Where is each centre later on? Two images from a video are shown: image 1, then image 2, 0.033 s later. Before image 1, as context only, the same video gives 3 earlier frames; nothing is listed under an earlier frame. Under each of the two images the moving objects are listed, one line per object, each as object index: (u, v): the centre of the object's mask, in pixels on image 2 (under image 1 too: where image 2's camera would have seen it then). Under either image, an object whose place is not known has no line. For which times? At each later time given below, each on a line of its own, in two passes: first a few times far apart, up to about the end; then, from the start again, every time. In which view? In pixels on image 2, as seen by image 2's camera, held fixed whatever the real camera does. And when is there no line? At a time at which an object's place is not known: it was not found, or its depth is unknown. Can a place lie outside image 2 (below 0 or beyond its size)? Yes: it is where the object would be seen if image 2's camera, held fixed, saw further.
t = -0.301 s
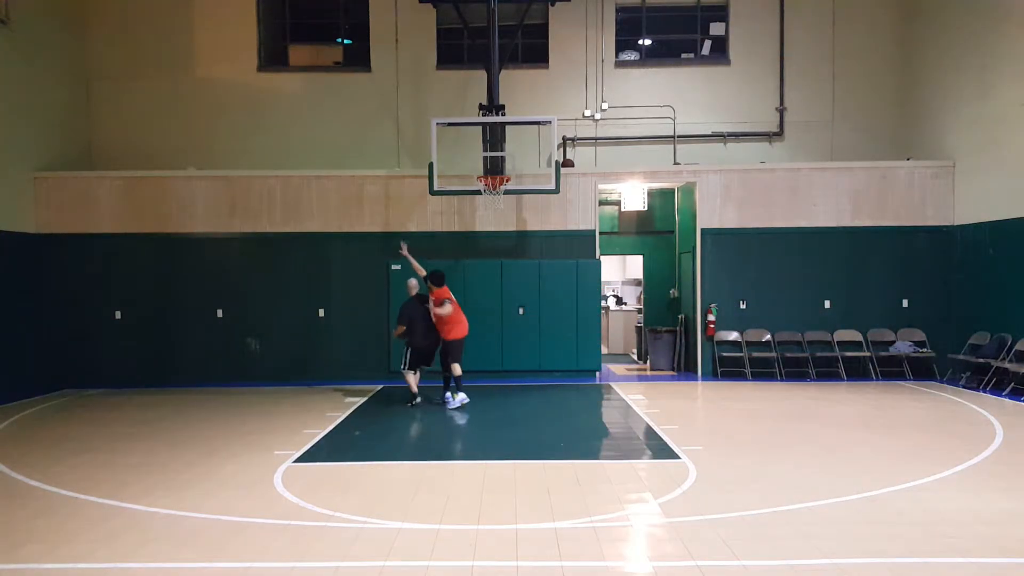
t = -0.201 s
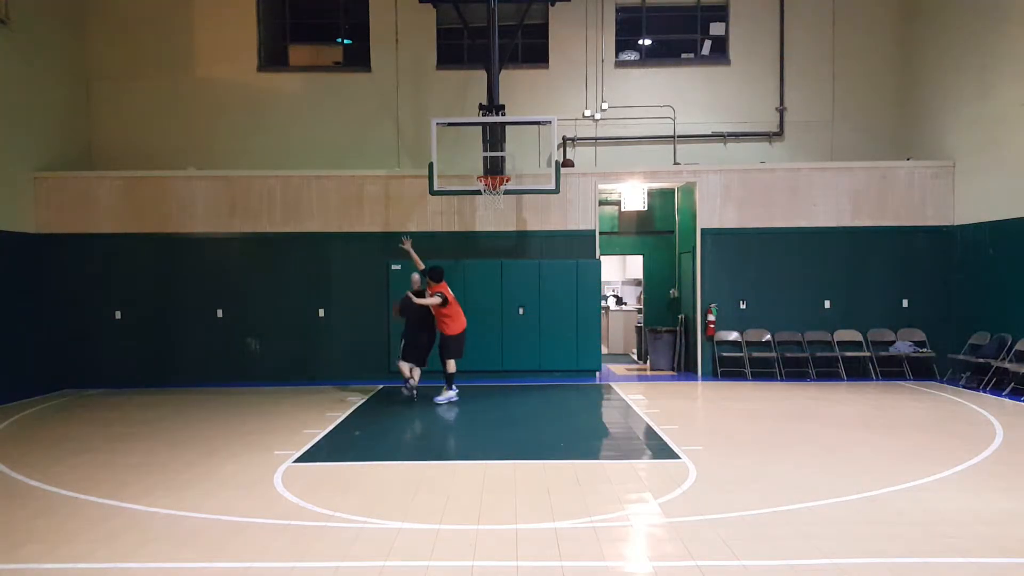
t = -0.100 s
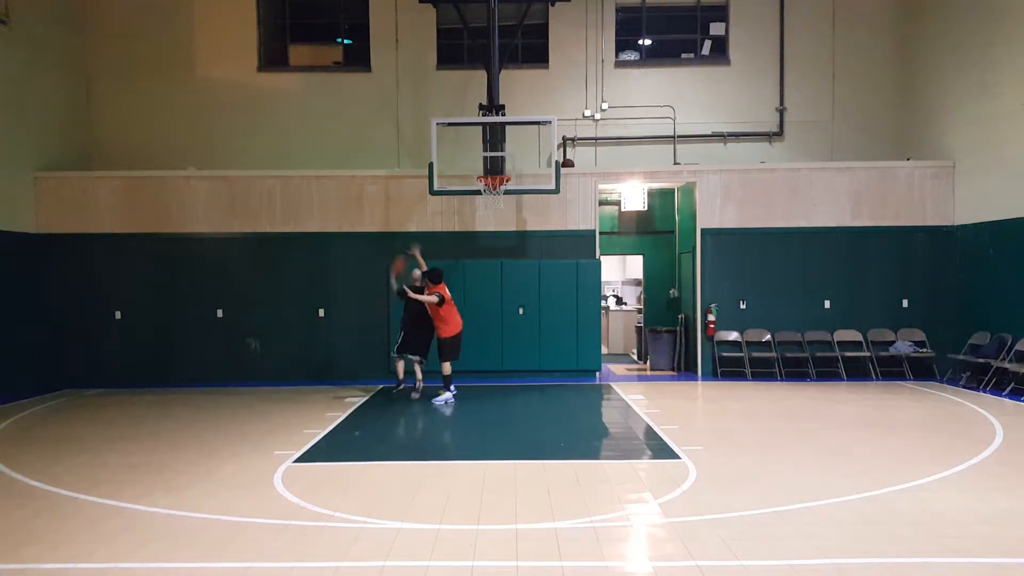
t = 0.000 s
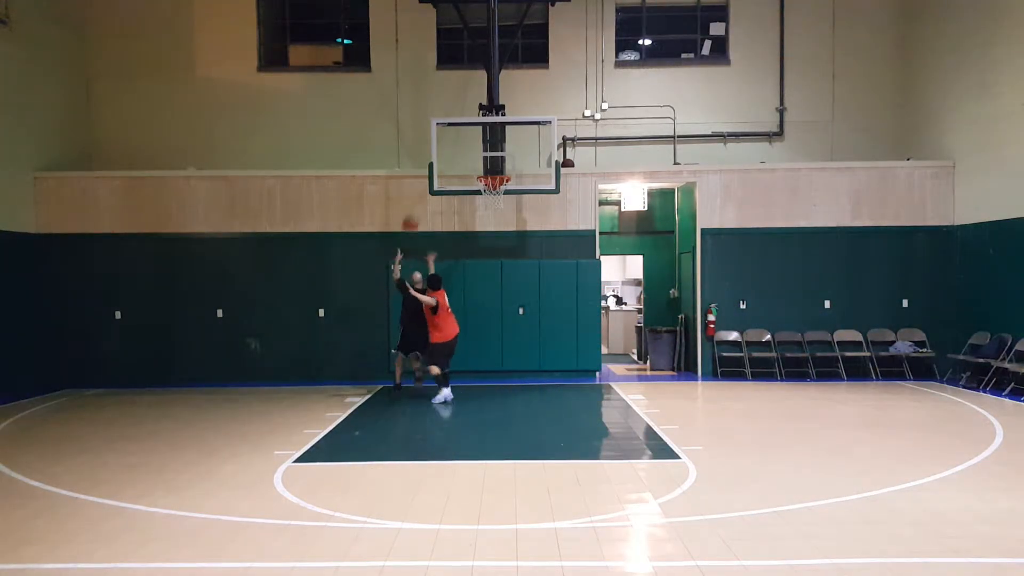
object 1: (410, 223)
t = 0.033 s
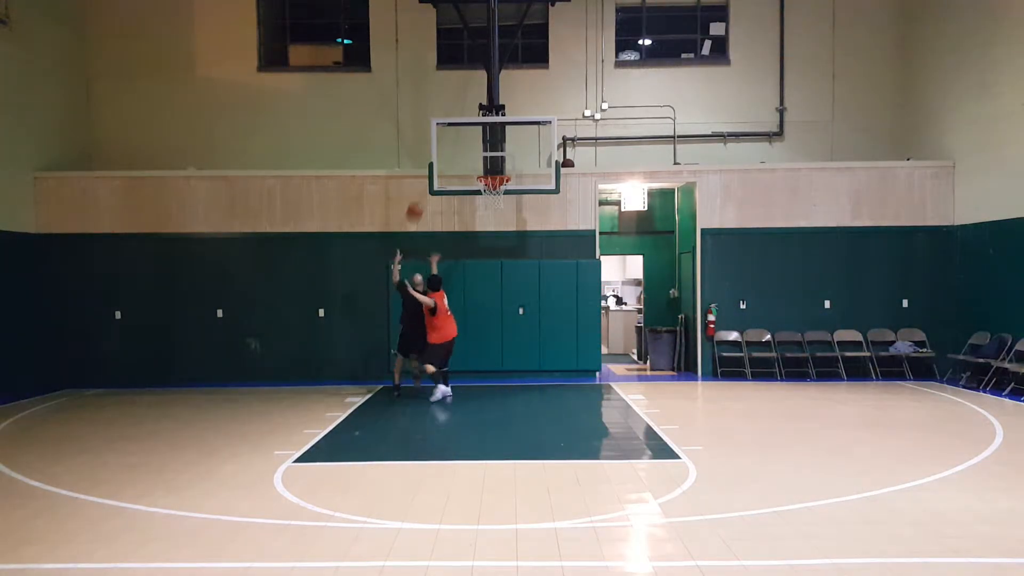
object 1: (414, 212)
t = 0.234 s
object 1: (440, 154)
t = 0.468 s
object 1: (470, 120)
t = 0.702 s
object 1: (496, 121)
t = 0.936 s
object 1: (520, 158)
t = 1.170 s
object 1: (547, 234)
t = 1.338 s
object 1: (564, 310)
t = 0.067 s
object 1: (418, 200)
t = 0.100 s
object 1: (423, 190)
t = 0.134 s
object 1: (427, 180)
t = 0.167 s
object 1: (432, 170)
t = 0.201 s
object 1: (436, 162)
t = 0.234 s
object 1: (440, 154)
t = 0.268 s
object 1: (445, 146)
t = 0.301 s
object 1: (449, 140)
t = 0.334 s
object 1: (453, 135)
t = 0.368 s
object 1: (458, 130)
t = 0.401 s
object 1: (463, 126)
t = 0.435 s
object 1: (466, 122)
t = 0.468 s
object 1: (470, 120)
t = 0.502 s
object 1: (474, 118)
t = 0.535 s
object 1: (478, 117)
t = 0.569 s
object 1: (482, 117)
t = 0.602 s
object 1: (486, 116)
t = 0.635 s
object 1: (490, 117)
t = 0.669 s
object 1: (493, 119)
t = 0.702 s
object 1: (496, 121)
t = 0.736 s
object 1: (500, 124)
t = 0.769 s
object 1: (503, 127)
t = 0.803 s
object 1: (507, 132)
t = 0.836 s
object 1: (510, 137)
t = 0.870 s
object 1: (513, 143)
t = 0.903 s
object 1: (517, 150)
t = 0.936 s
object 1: (520, 158)
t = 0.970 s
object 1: (524, 167)
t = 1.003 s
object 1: (527, 176)
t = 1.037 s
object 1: (531, 186)
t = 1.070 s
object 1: (535, 198)
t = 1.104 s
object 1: (538, 208)
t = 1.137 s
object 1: (541, 221)
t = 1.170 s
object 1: (547, 234)
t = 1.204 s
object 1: (550, 247)
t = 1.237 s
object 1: (554, 261)
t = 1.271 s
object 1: (557, 277)
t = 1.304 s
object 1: (561, 294)
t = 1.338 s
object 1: (564, 310)
